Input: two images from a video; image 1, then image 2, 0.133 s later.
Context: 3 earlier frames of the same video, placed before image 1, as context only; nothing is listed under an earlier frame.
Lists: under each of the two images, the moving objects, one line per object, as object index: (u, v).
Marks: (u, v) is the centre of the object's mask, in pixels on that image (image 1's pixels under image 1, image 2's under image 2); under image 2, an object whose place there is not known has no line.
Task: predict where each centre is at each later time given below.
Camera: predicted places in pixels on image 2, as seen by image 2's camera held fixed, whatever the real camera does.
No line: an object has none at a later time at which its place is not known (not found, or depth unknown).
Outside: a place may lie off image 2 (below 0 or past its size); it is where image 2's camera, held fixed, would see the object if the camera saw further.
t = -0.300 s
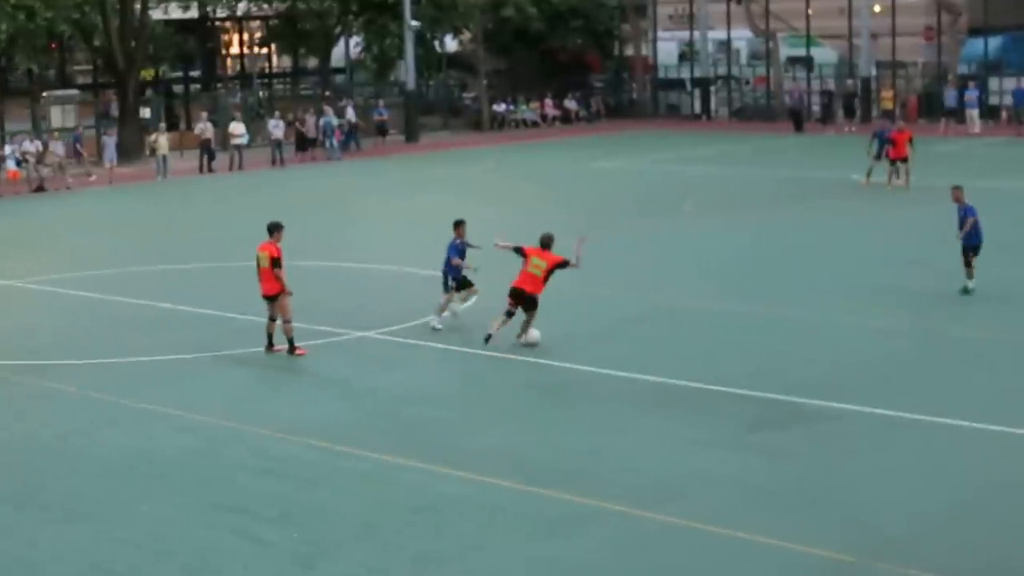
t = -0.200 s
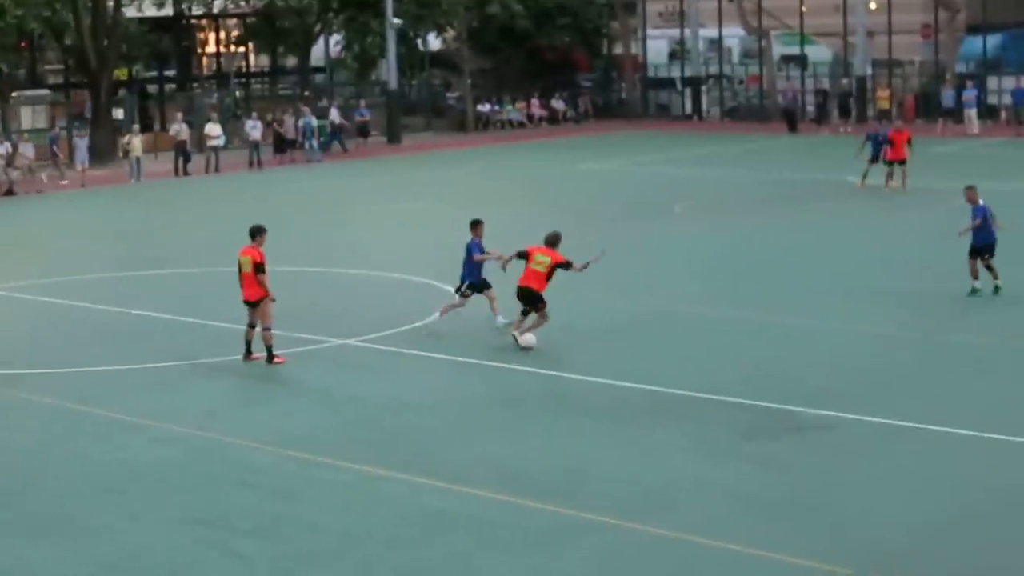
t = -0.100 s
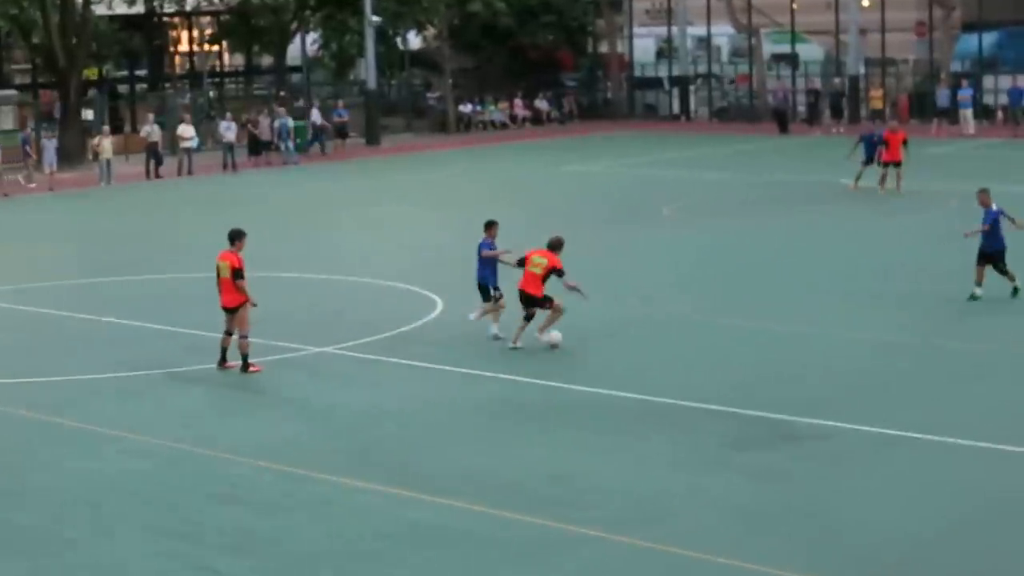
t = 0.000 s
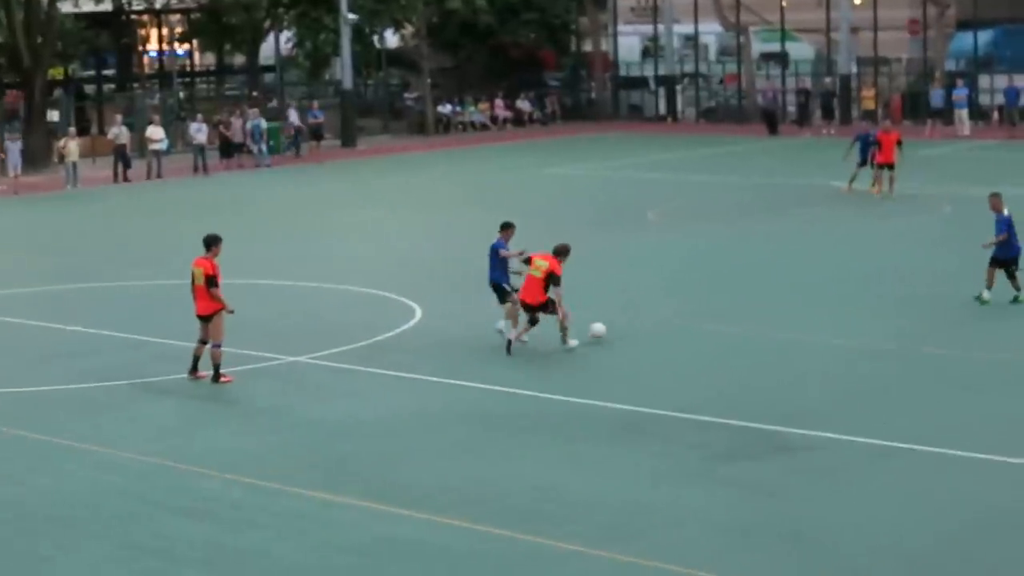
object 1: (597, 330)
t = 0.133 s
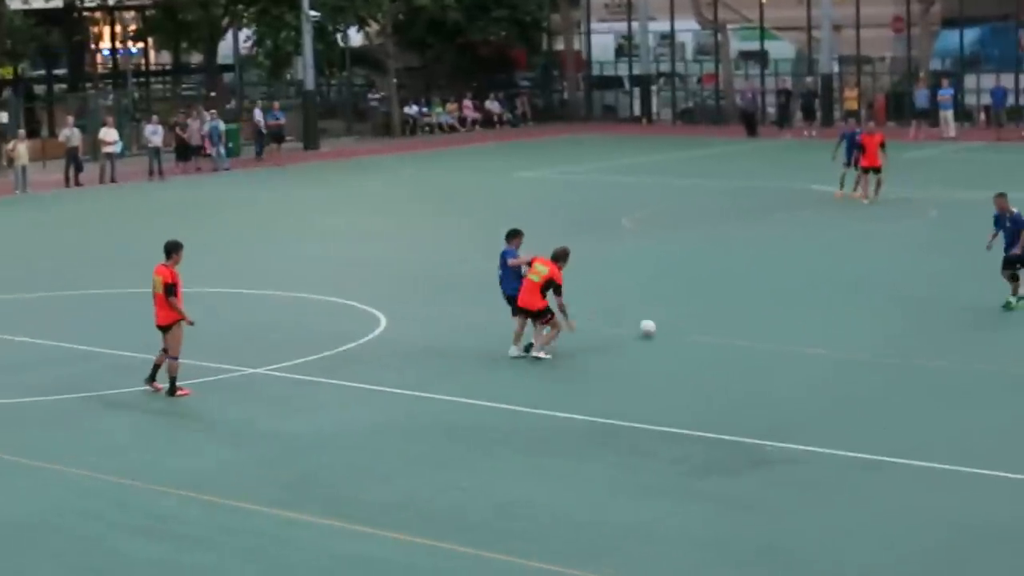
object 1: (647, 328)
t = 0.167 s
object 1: (664, 323)
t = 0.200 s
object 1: (680, 319)
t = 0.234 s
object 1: (696, 317)
